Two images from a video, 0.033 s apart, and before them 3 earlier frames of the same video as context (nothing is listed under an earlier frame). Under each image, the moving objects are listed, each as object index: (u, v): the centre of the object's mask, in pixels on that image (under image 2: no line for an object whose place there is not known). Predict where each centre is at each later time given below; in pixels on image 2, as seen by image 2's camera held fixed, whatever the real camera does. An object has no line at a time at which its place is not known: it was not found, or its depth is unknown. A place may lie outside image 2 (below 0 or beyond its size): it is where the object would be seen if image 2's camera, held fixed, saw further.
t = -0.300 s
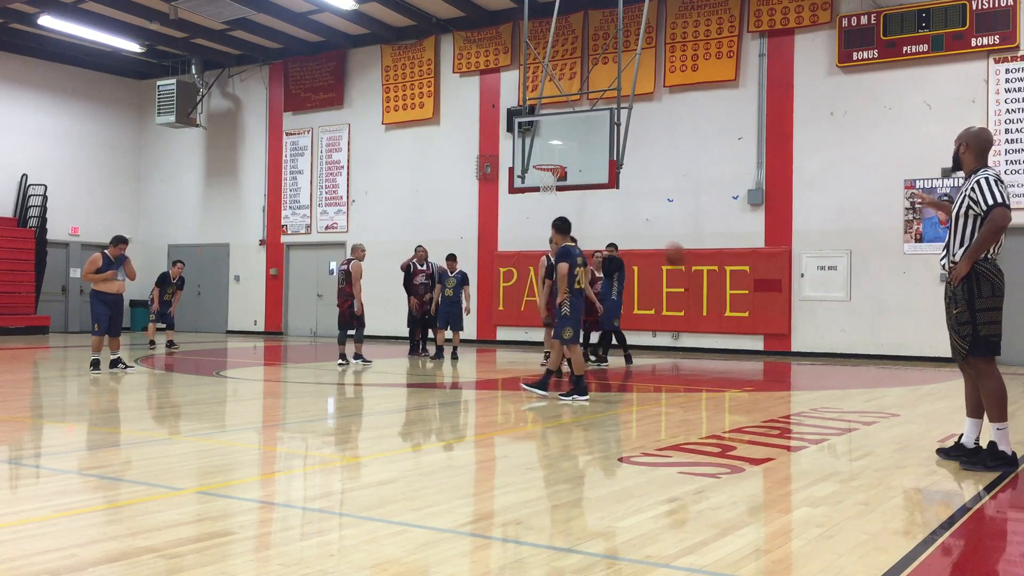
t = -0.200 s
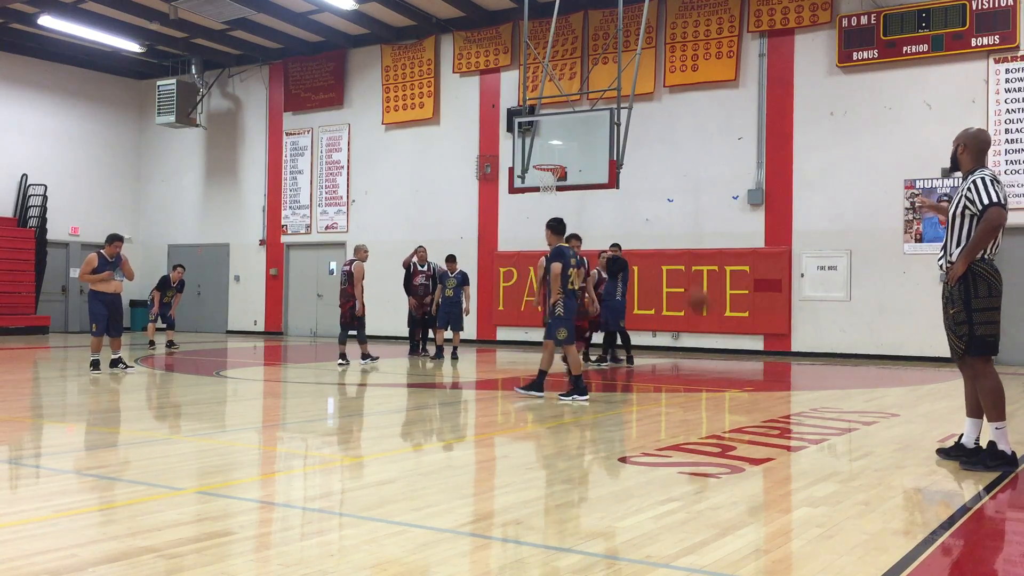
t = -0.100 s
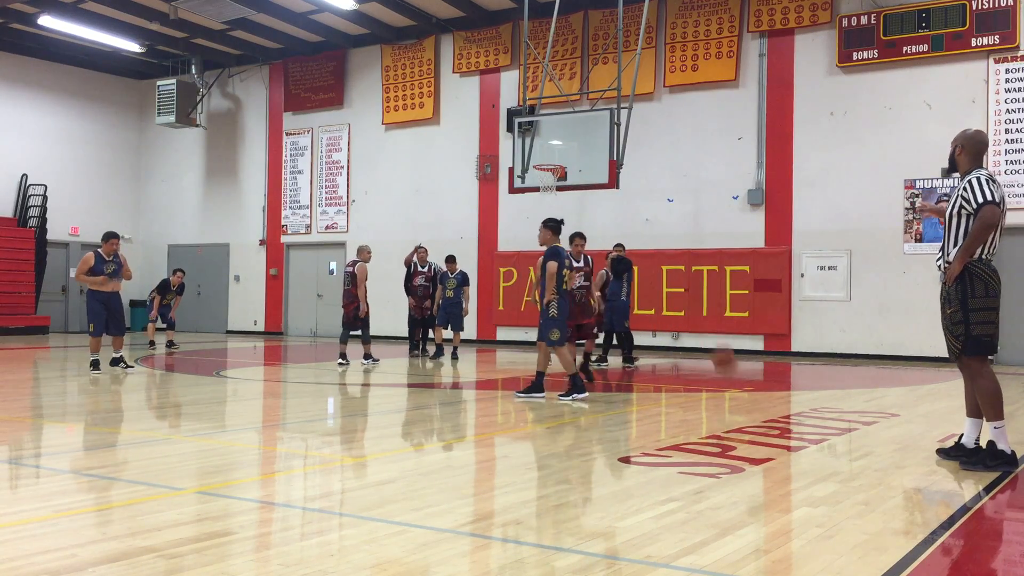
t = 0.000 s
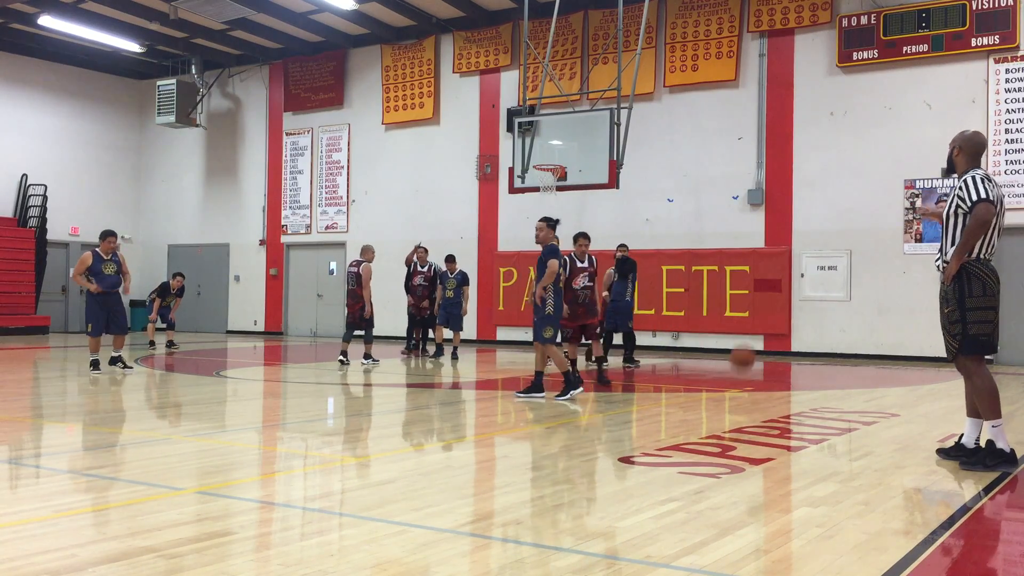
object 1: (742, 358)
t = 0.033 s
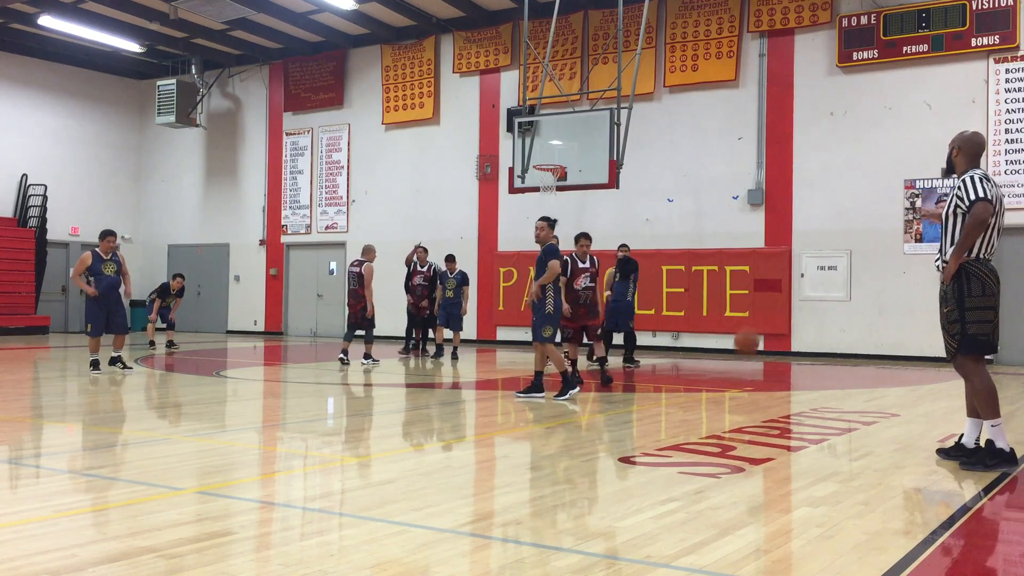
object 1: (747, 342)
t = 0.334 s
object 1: (787, 242)
